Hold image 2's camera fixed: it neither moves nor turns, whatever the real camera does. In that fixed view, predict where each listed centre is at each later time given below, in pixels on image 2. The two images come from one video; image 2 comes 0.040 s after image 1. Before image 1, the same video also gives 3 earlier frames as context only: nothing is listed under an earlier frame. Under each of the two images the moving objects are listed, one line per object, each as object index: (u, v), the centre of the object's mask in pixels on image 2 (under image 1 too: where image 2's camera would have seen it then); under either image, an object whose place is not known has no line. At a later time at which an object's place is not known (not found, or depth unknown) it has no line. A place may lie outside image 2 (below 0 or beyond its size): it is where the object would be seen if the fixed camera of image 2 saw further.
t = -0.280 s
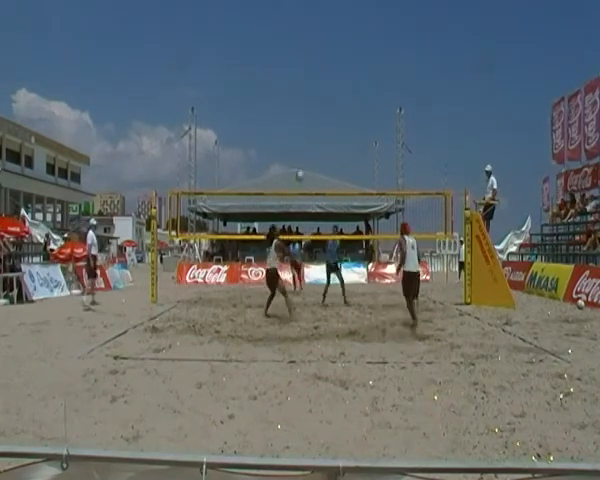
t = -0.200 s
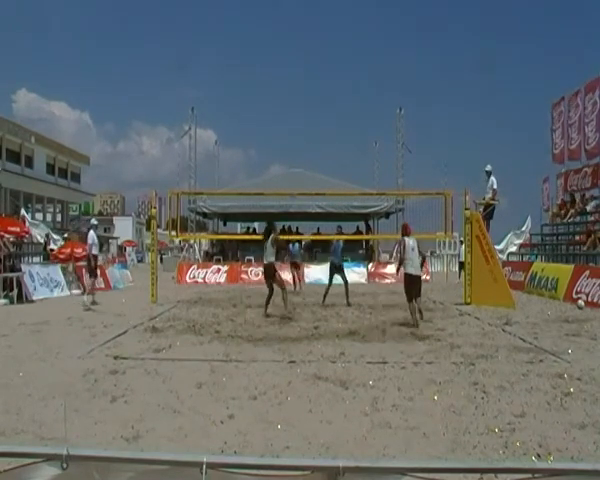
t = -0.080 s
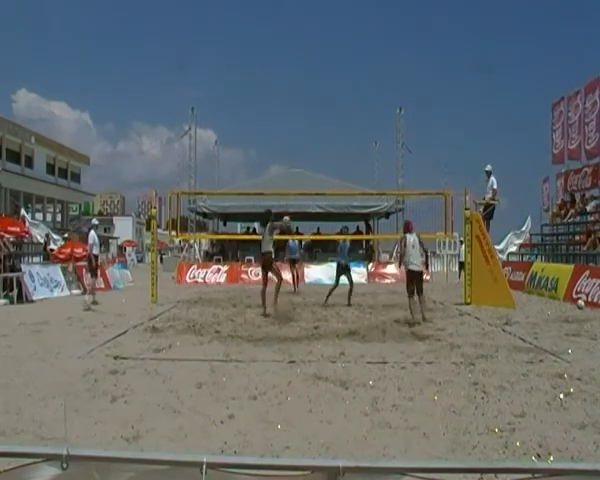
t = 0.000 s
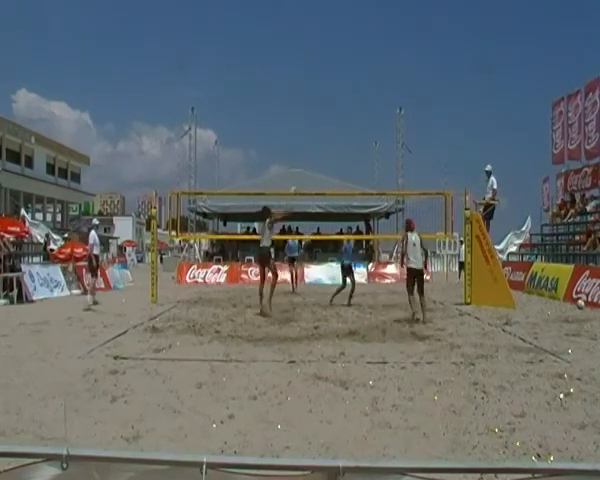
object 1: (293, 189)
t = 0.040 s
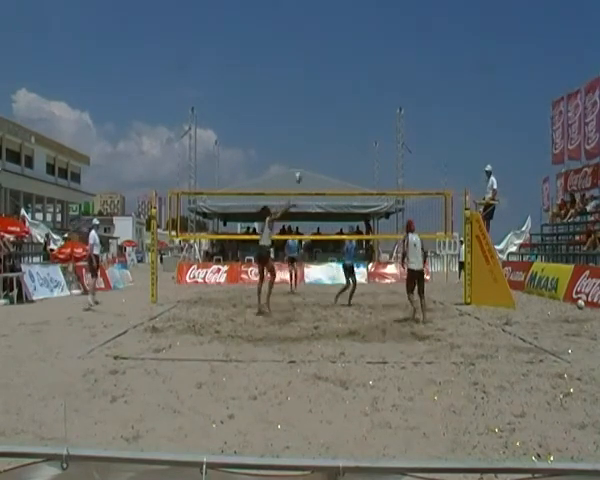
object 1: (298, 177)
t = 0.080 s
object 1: (302, 164)
